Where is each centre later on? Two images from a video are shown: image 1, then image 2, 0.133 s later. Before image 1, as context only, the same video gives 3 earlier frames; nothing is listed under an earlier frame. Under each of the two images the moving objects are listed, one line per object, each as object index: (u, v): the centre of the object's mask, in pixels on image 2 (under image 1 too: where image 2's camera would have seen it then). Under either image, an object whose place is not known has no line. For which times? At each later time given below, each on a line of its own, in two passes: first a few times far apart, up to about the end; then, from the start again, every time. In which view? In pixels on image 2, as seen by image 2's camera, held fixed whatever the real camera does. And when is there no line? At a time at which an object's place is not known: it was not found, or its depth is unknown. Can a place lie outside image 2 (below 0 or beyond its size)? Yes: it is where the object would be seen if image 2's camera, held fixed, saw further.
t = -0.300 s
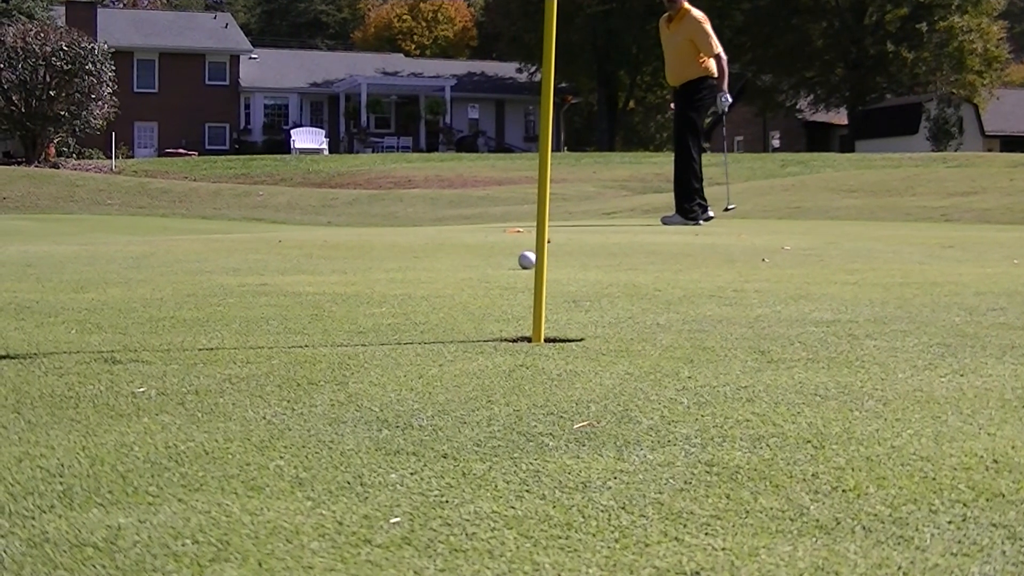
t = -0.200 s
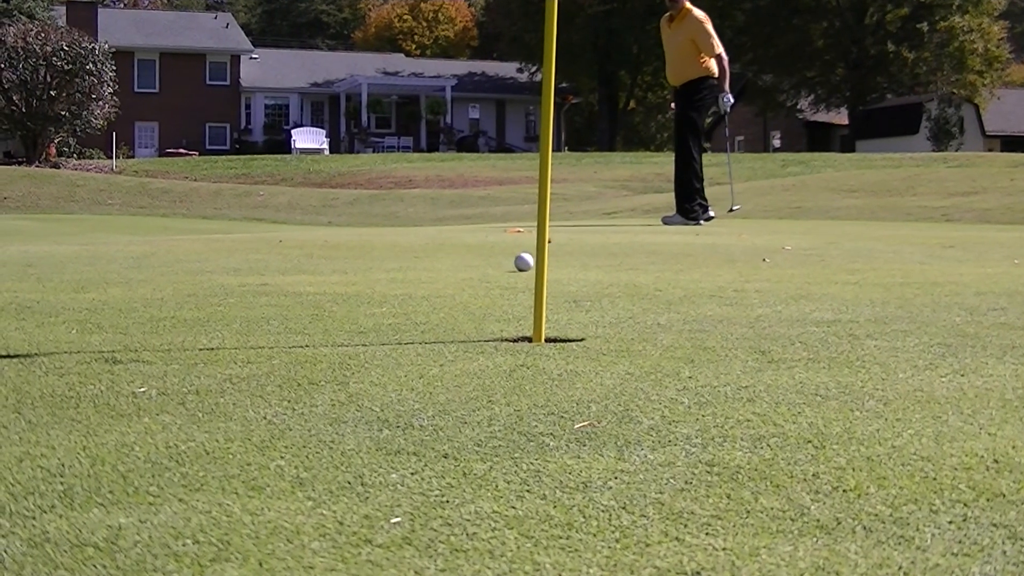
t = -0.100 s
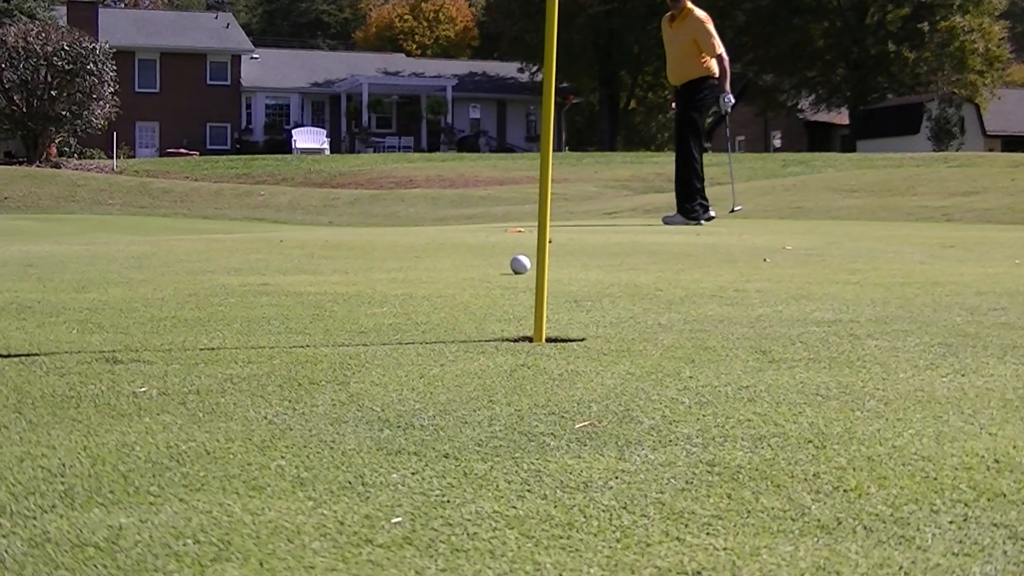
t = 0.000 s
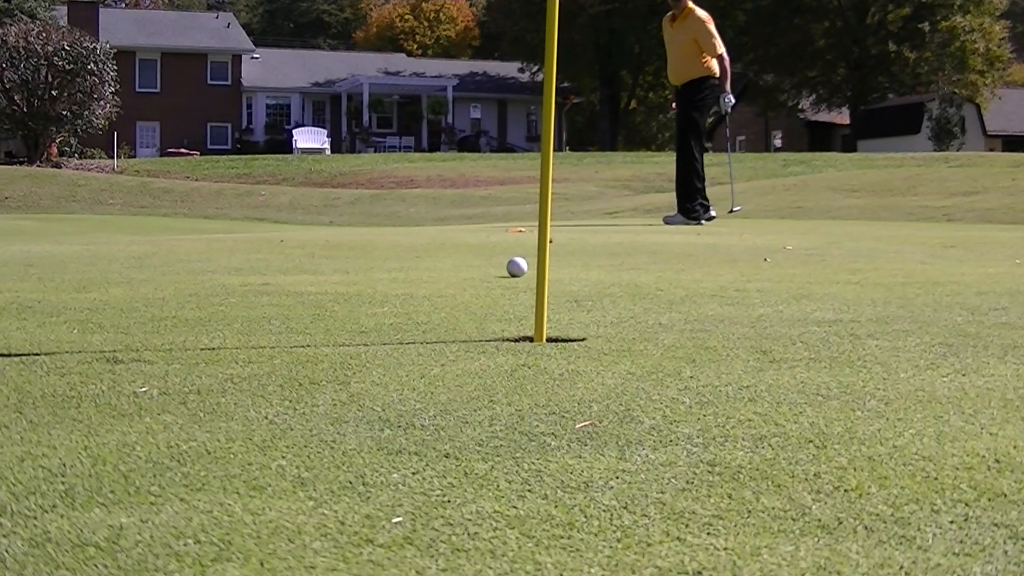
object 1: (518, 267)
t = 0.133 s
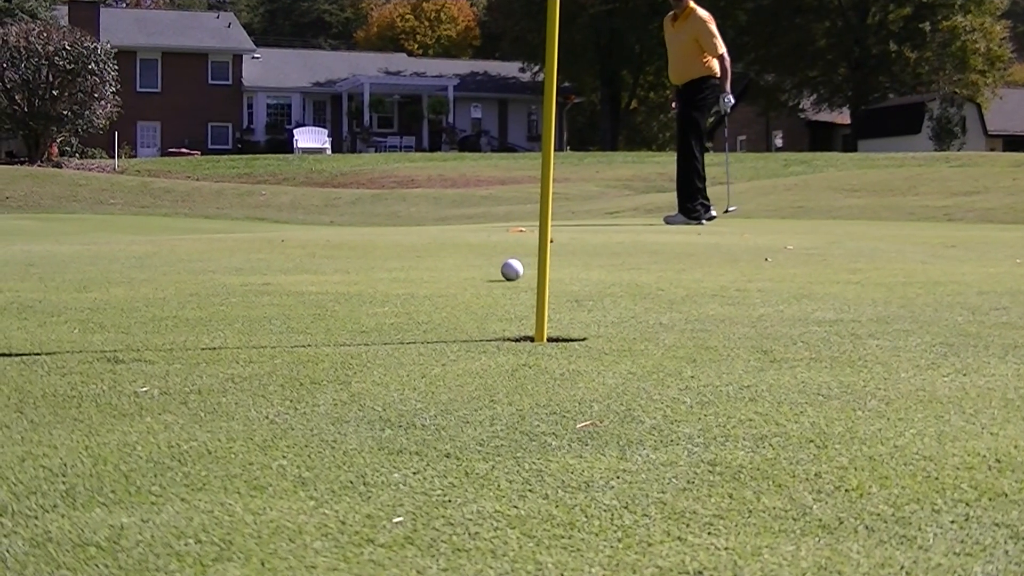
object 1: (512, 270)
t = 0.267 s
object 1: (506, 274)
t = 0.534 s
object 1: (491, 283)
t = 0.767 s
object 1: (472, 291)
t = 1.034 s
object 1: (446, 302)
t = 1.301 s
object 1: (420, 315)
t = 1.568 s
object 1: (391, 327)
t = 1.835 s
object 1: (366, 341)
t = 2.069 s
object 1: (352, 357)
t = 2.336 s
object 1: (347, 374)
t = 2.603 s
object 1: (357, 393)
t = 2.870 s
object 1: (385, 411)
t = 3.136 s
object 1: (407, 430)
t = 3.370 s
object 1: (409, 443)
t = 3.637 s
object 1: (420, 455)
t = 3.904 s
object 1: (416, 463)
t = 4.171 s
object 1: (414, 463)
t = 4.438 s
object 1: (414, 463)
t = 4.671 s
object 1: (414, 463)
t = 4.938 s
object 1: (414, 463)
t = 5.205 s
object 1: (414, 463)
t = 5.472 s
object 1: (414, 463)
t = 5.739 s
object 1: (414, 463)
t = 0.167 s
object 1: (511, 271)
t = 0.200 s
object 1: (509, 272)
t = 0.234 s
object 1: (507, 273)
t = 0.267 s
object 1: (506, 274)
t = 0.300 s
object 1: (504, 275)
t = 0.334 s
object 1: (502, 276)
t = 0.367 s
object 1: (500, 277)
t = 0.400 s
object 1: (498, 278)
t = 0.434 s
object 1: (497, 279)
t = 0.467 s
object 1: (495, 279)
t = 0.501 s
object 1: (492, 281)
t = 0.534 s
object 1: (491, 283)
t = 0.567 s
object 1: (488, 284)
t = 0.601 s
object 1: (486, 285)
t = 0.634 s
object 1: (483, 286)
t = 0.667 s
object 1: (481, 287)
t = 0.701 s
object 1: (478, 289)
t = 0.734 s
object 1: (475, 290)
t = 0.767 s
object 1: (472, 291)
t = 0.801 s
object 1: (469, 293)
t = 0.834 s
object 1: (466, 294)
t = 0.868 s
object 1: (463, 295)
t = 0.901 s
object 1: (459, 297)
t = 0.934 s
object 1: (456, 297)
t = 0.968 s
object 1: (453, 299)
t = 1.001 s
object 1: (449, 301)
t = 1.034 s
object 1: (446, 302)
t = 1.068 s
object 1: (443, 304)
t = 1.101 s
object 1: (440, 305)
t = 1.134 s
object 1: (436, 306)
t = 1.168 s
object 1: (433, 309)
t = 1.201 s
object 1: (430, 309)
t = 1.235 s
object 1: (427, 311)
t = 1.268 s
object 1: (423, 313)
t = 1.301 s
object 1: (420, 315)
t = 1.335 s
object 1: (416, 317)
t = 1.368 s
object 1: (413, 318)
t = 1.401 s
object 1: (409, 319)
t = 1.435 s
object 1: (405, 321)
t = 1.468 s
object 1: (402, 322)
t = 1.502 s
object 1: (398, 324)
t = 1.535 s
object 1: (395, 325)
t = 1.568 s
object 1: (391, 327)
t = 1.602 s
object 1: (387, 329)
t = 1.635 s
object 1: (384, 330)
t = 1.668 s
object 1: (380, 333)
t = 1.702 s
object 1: (377, 335)
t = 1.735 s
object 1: (374, 336)
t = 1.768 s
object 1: (371, 338)
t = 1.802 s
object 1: (369, 340)
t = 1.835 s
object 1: (366, 341)
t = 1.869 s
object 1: (363, 344)
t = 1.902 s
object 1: (361, 346)
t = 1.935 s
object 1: (359, 348)
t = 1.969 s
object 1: (357, 351)
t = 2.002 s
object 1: (355, 352)
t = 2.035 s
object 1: (354, 353)
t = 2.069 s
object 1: (352, 357)
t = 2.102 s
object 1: (351, 359)
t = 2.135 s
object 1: (350, 361)
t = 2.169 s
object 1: (349, 363)
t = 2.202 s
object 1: (349, 365)
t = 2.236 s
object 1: (348, 367)
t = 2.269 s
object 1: (347, 369)
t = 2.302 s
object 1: (347, 371)
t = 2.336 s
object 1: (347, 374)
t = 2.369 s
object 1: (348, 376)
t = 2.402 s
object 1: (349, 379)
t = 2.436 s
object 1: (350, 381)
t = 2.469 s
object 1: (350, 384)
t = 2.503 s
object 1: (351, 385)
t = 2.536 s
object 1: (353, 387)
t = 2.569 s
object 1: (355, 390)
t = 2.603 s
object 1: (357, 393)
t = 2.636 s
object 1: (359, 396)
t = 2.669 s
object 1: (362, 399)
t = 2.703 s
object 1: (366, 401)
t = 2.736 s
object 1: (370, 404)
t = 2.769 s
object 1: (375, 404)
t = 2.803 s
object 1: (379, 407)
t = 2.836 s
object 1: (382, 409)
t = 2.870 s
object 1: (385, 411)
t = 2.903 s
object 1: (388, 413)
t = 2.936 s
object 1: (391, 415)
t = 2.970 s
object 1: (393, 418)
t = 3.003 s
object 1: (396, 420)
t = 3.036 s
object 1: (398, 423)
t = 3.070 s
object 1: (401, 425)
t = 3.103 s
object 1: (404, 428)
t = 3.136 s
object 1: (407, 430)
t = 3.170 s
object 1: (408, 432)
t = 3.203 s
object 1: (409, 434)
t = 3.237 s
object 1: (410, 436)
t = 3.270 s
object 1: (410, 438)
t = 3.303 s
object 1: (410, 440)
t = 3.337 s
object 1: (410, 442)
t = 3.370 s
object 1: (409, 443)
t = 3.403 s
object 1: (409, 444)
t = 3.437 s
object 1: (411, 446)
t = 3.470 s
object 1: (412, 448)
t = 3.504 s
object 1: (414, 450)
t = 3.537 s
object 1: (416, 452)
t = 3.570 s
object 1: (417, 453)
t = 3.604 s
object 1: (419, 454)
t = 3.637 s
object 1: (420, 455)
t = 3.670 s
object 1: (420, 457)
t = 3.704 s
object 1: (420, 458)
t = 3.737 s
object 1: (420, 459)
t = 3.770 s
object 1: (420, 460)
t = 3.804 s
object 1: (420, 461)
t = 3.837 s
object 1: (419, 462)
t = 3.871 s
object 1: (417, 463)
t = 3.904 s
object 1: (416, 463)
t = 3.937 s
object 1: (414, 464)
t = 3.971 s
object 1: (413, 464)
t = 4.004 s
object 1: (413, 464)
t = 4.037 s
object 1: (414, 464)
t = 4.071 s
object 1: (414, 464)
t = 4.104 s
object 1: (414, 464)
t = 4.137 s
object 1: (414, 463)
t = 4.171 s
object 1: (414, 463)
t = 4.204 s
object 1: (414, 463)
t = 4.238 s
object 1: (414, 463)
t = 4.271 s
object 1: (414, 463)
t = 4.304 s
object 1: (414, 463)
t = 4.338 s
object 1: (414, 463)
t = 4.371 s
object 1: (414, 463)
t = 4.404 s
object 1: (414, 463)
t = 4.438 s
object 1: (414, 463)
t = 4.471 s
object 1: (414, 463)
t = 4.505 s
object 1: (414, 463)
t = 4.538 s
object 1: (414, 463)
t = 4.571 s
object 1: (414, 463)
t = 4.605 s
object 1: (414, 463)
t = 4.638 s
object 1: (414, 463)
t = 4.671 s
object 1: (414, 463)
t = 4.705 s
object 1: (414, 463)
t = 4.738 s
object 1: (414, 463)
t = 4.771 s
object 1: (414, 463)
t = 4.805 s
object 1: (414, 463)
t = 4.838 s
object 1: (414, 463)
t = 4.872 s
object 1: (414, 463)
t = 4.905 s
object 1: (414, 463)
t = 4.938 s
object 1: (414, 463)
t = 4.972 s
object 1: (414, 463)
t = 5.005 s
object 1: (414, 463)
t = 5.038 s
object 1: (414, 463)
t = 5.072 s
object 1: (414, 463)
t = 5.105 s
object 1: (414, 463)
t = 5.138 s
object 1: (414, 463)
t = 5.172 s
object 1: (414, 463)
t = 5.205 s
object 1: (414, 463)
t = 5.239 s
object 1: (414, 463)
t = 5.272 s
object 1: (414, 463)
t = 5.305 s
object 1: (414, 463)
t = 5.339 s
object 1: (414, 463)
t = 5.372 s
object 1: (414, 463)
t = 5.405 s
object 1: (414, 463)
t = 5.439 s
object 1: (414, 463)
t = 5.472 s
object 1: (414, 463)
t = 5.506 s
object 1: (414, 463)
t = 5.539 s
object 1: (414, 463)
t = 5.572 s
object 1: (414, 463)
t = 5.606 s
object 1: (414, 463)
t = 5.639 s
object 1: (414, 463)
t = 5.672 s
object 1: (414, 463)
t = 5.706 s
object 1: (414, 463)
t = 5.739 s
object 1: (414, 463)
